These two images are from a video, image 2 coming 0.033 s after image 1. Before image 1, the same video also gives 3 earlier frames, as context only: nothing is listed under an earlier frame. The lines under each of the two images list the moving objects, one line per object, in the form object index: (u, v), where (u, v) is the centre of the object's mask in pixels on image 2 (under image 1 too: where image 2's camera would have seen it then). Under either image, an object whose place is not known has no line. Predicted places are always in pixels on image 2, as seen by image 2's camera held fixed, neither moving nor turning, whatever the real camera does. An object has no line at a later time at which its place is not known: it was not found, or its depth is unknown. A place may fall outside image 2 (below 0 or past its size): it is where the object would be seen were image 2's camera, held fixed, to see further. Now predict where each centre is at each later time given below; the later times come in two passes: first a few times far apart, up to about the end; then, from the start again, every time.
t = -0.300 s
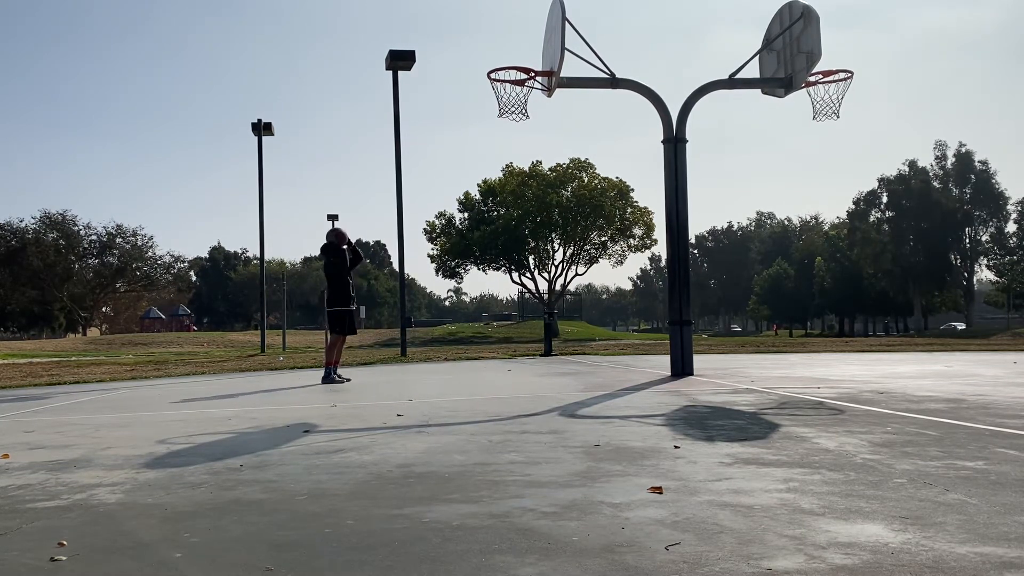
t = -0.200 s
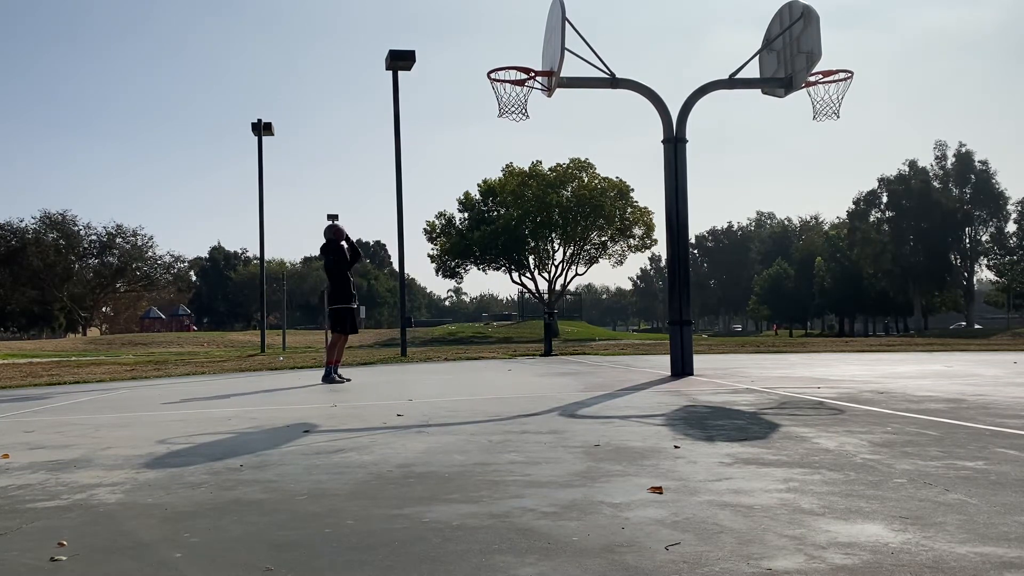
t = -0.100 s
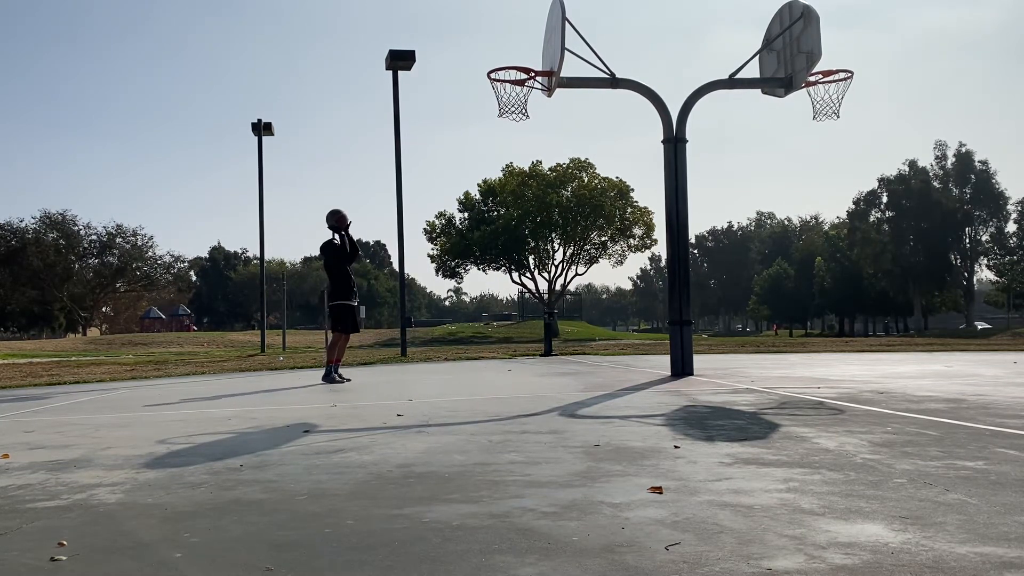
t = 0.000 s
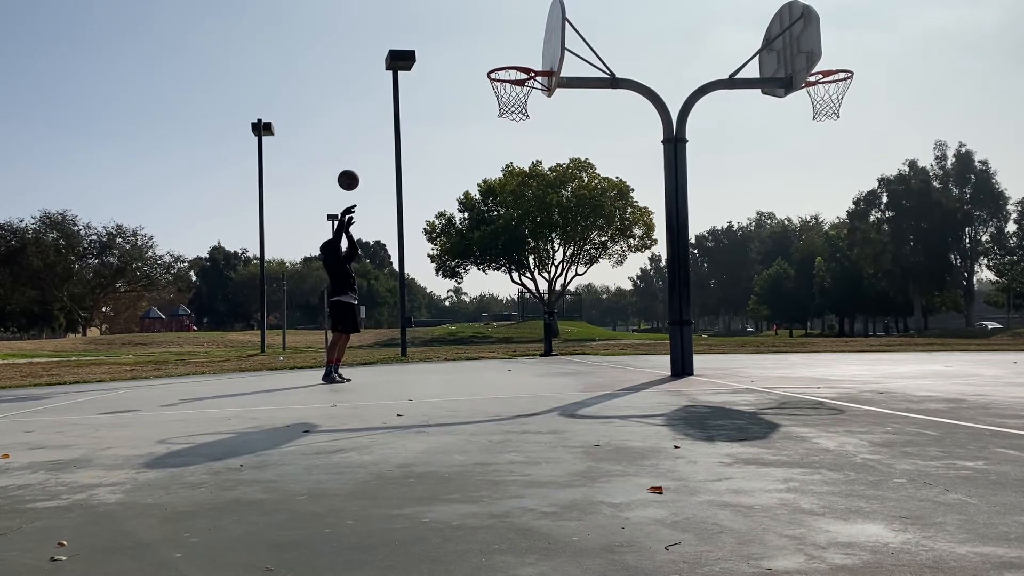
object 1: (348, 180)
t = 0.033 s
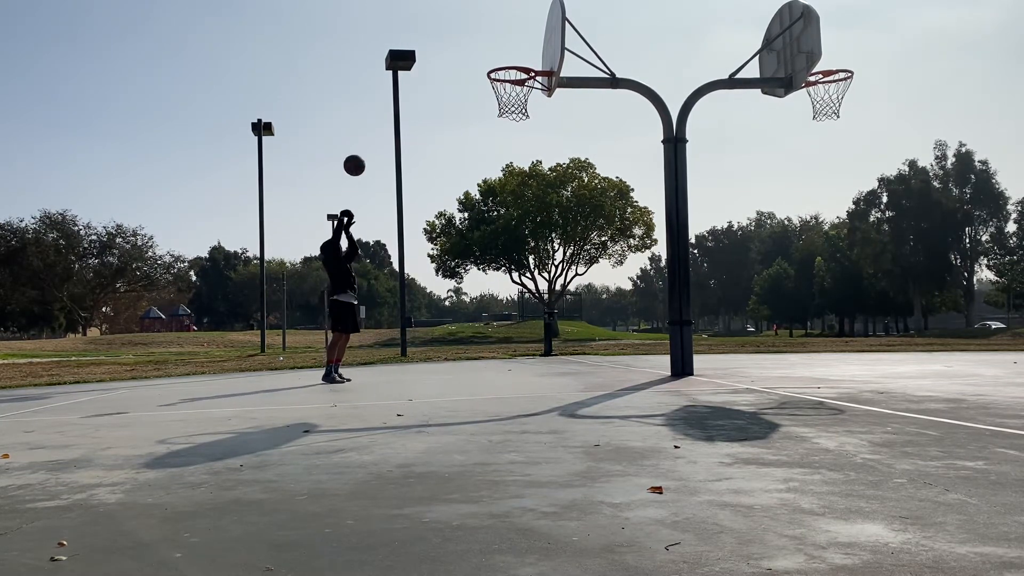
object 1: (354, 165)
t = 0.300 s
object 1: (404, 78)
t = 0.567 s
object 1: (457, 52)
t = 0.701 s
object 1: (486, 62)
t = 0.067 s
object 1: (360, 151)
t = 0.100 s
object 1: (366, 138)
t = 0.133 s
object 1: (372, 126)
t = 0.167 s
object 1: (378, 115)
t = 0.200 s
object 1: (385, 104)
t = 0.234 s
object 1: (391, 94)
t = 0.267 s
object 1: (397, 86)
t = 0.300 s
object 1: (404, 78)
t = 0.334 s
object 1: (410, 72)
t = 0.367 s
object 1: (417, 66)
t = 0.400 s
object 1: (423, 61)
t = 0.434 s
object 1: (430, 57)
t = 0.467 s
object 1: (436, 54)
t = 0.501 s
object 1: (443, 53)
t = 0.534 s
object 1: (450, 52)
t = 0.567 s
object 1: (457, 52)
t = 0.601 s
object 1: (464, 53)
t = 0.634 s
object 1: (472, 55)
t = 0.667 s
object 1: (479, 59)
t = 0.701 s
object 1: (486, 62)
